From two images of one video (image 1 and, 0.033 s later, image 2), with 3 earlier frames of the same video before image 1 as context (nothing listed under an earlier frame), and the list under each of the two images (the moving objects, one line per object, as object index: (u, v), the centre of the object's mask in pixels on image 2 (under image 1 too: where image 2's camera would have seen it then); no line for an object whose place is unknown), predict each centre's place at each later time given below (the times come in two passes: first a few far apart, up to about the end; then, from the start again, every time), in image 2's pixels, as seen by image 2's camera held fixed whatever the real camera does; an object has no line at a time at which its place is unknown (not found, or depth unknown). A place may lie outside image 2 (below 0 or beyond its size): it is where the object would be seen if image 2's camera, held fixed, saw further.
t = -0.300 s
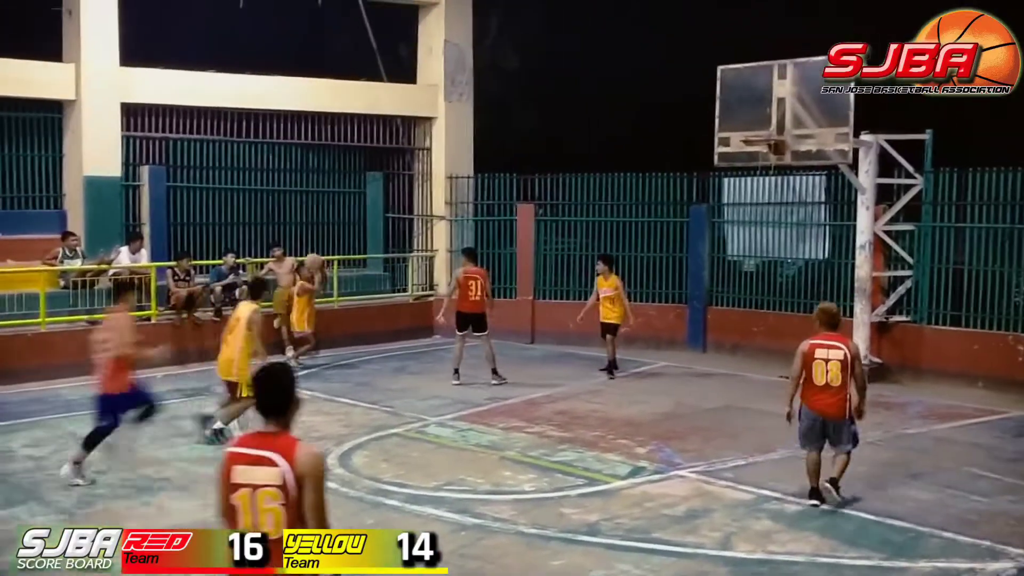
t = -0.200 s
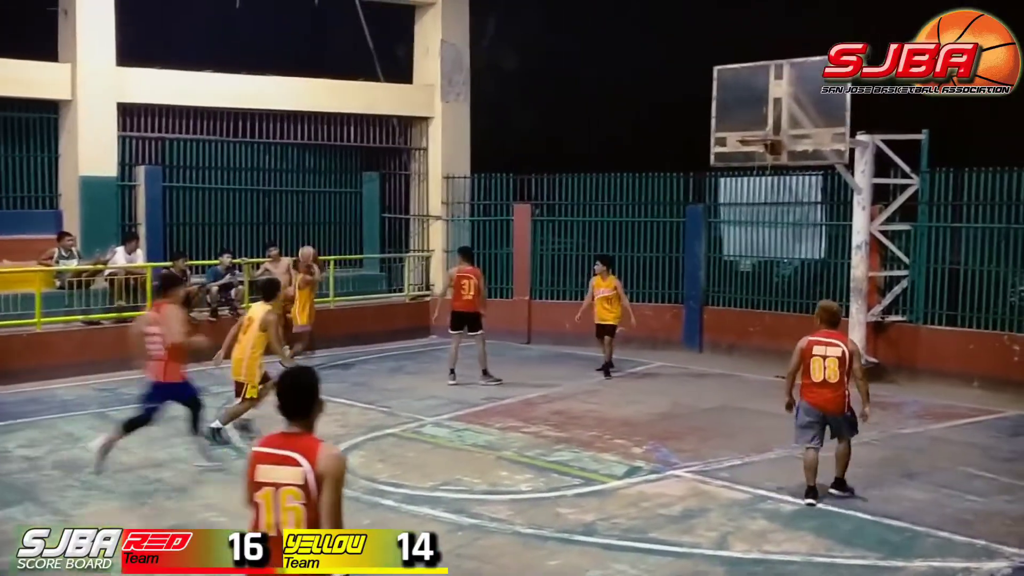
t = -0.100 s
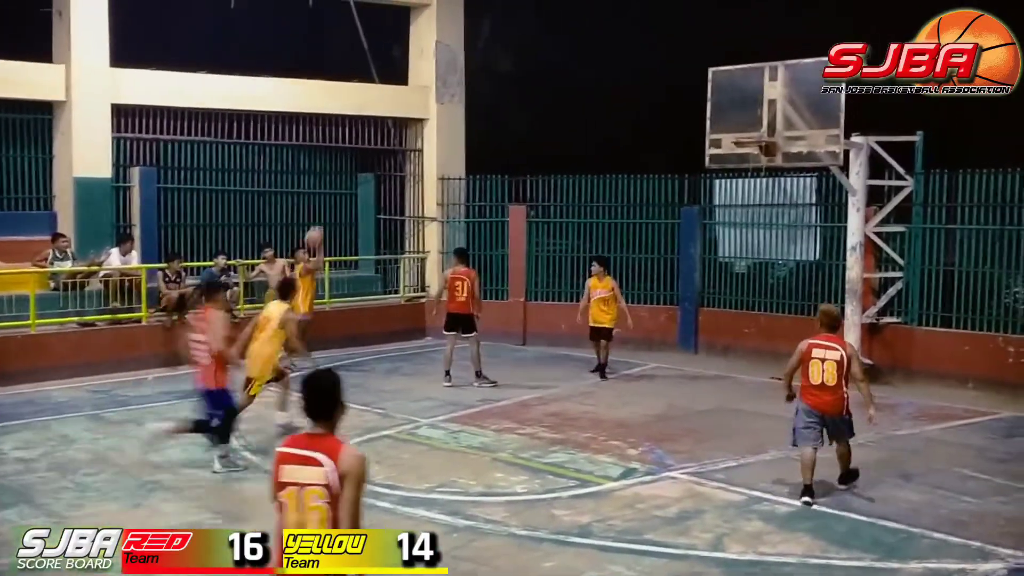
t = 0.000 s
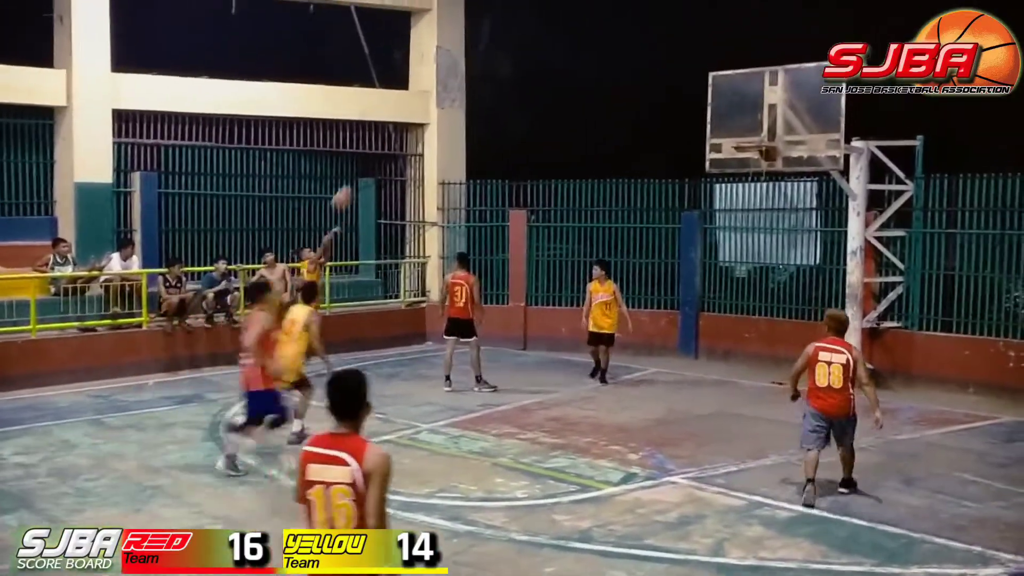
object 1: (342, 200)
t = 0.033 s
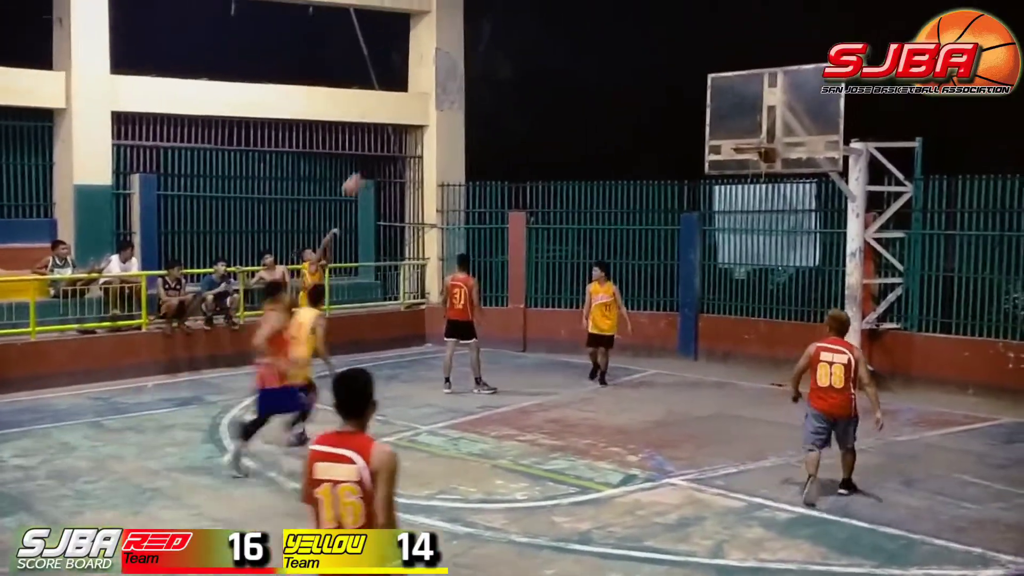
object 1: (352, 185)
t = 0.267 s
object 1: (433, 105)
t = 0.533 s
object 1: (528, 58)
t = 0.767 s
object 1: (616, 63)
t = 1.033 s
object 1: (719, 125)
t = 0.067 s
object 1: (364, 171)
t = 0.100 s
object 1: (375, 159)
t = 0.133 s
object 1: (386, 146)
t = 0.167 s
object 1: (397, 135)
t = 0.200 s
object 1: (408, 127)
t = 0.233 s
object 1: (423, 114)
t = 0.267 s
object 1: (433, 105)
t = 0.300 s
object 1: (443, 96)
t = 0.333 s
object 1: (455, 87)
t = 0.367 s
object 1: (469, 81)
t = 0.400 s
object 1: (479, 75)
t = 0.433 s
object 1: (491, 70)
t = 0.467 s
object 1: (503, 65)
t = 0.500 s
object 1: (515, 61)
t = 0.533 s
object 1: (528, 58)
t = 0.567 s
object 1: (540, 56)
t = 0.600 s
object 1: (553, 55)
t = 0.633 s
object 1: (565, 55)
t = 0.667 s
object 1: (577, 56)
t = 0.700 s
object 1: (590, 57)
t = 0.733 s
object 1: (603, 60)
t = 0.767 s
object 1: (616, 63)
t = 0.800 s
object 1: (628, 68)
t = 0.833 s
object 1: (641, 73)
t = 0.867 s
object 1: (653, 79)
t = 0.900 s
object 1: (667, 87)
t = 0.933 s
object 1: (679, 95)
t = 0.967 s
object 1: (692, 104)
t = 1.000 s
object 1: (705, 113)
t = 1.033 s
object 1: (719, 125)
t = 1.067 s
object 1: (728, 134)
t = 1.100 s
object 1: (740, 138)
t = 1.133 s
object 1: (746, 137)
